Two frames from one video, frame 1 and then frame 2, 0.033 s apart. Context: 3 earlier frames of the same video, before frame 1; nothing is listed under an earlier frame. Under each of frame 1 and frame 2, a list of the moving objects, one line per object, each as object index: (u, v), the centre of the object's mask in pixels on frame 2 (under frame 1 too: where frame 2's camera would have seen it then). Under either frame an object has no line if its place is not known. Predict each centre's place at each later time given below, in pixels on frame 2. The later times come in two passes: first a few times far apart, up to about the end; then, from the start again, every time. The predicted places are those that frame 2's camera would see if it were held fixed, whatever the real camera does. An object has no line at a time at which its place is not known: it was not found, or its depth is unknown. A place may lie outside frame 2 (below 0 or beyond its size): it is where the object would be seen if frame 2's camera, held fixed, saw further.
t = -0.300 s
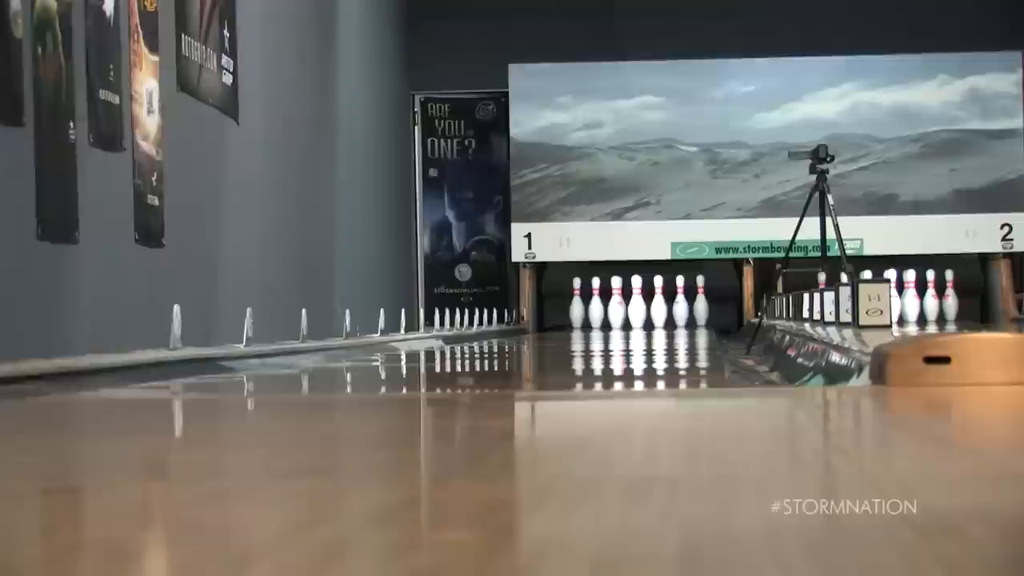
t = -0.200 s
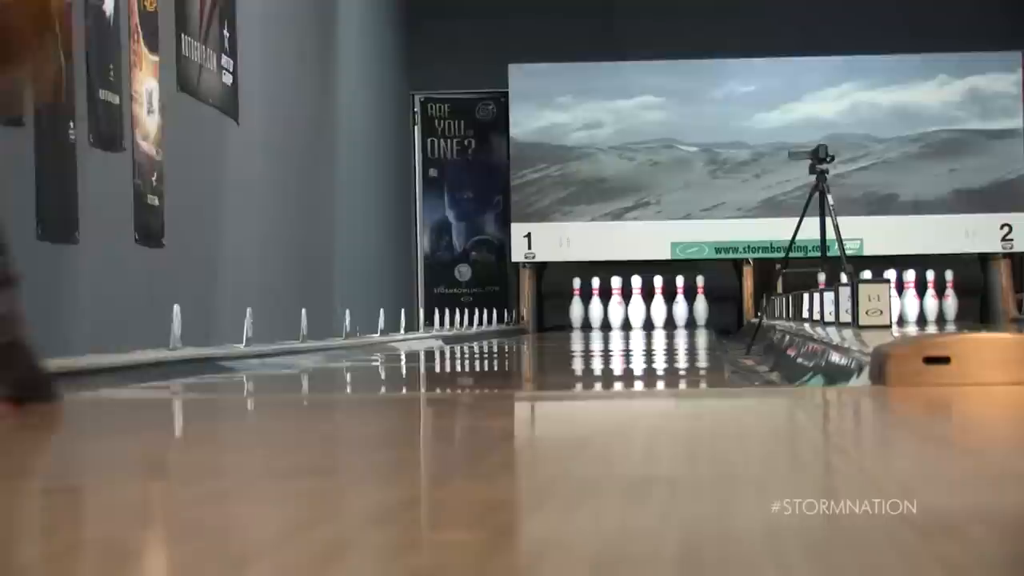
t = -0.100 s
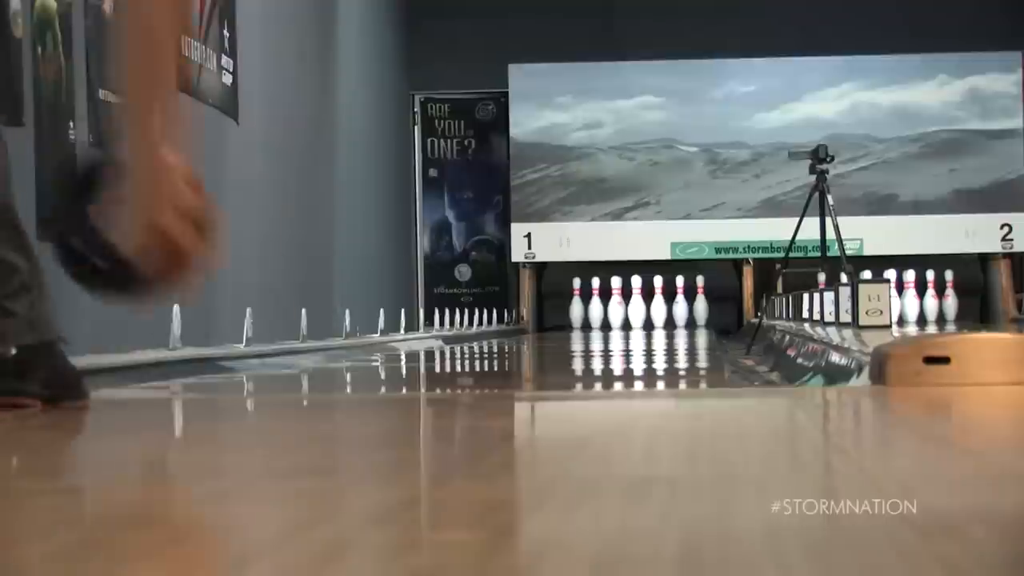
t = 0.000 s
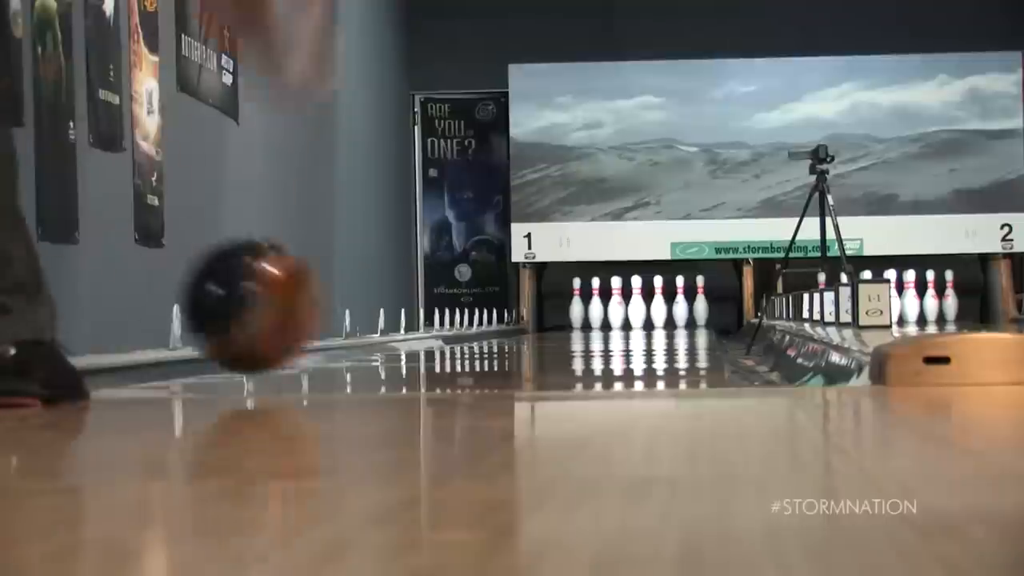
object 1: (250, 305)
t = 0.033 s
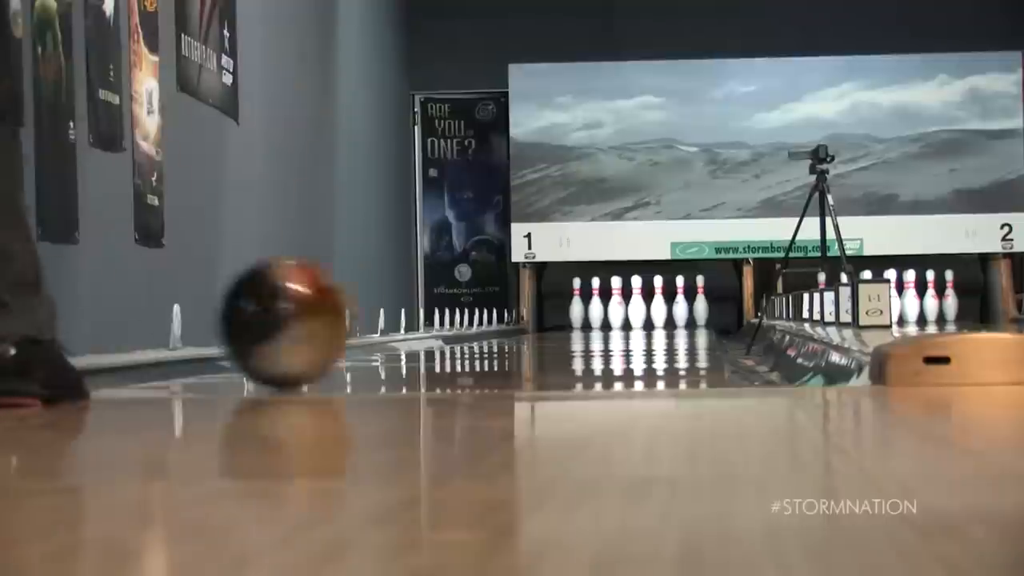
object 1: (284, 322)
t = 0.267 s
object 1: (438, 318)
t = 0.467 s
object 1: (519, 318)
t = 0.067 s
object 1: (313, 320)
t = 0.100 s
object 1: (338, 321)
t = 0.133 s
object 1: (360, 320)
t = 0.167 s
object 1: (382, 320)
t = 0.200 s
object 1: (403, 319)
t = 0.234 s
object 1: (421, 318)
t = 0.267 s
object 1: (438, 318)
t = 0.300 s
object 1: (454, 318)
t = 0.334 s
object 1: (468, 318)
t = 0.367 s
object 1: (481, 317)
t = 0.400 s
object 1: (496, 318)
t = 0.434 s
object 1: (508, 318)
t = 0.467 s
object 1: (519, 318)
